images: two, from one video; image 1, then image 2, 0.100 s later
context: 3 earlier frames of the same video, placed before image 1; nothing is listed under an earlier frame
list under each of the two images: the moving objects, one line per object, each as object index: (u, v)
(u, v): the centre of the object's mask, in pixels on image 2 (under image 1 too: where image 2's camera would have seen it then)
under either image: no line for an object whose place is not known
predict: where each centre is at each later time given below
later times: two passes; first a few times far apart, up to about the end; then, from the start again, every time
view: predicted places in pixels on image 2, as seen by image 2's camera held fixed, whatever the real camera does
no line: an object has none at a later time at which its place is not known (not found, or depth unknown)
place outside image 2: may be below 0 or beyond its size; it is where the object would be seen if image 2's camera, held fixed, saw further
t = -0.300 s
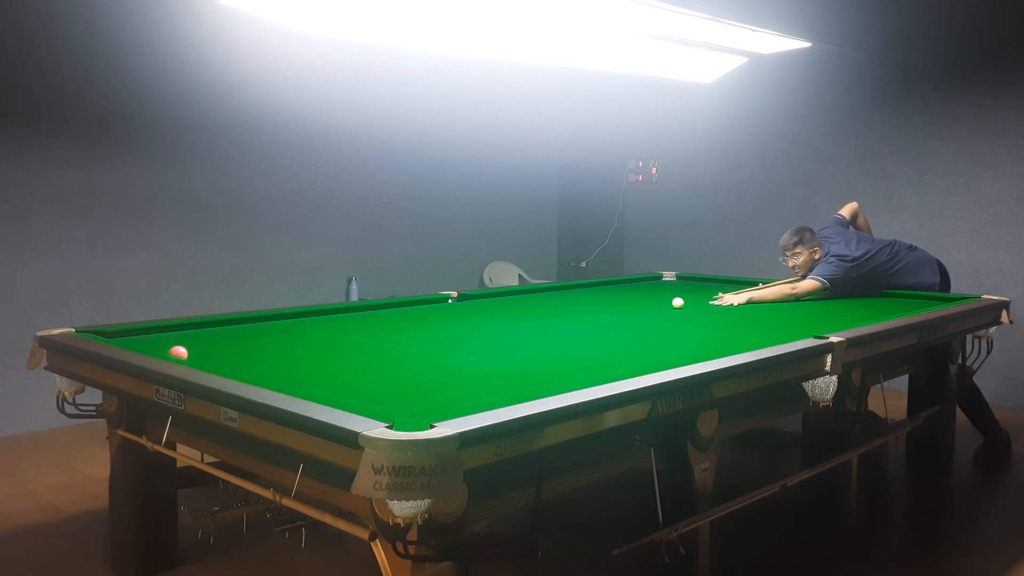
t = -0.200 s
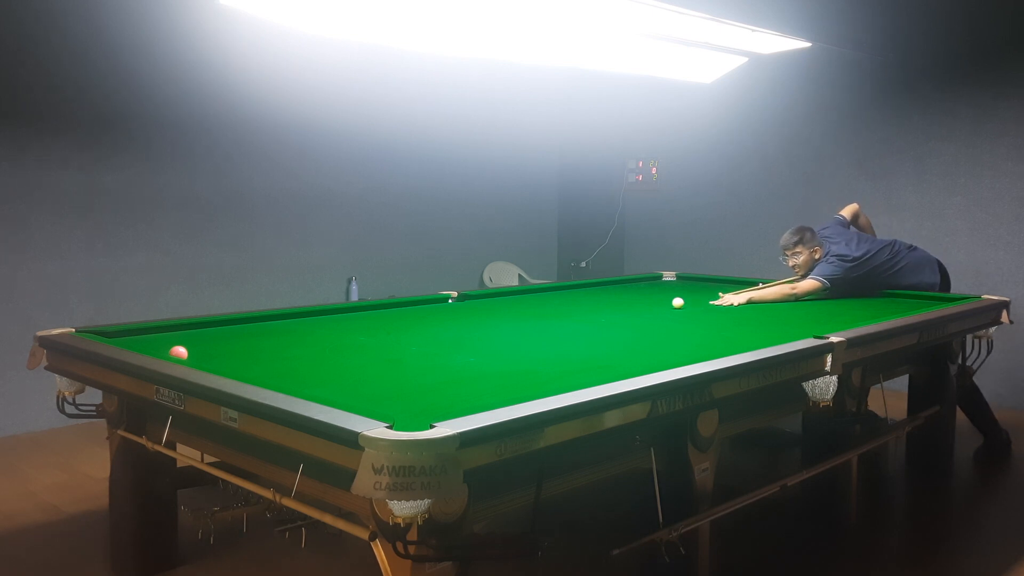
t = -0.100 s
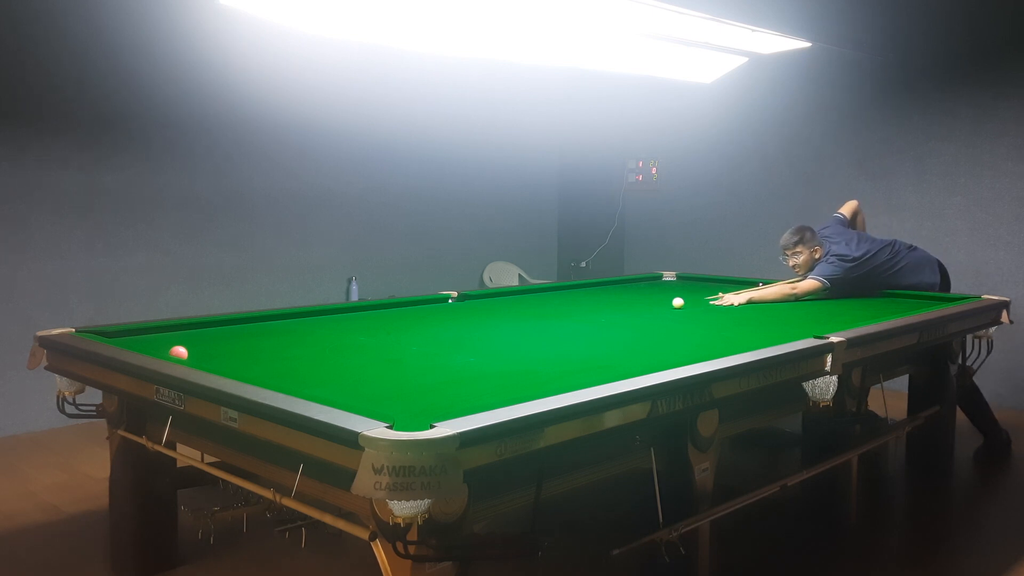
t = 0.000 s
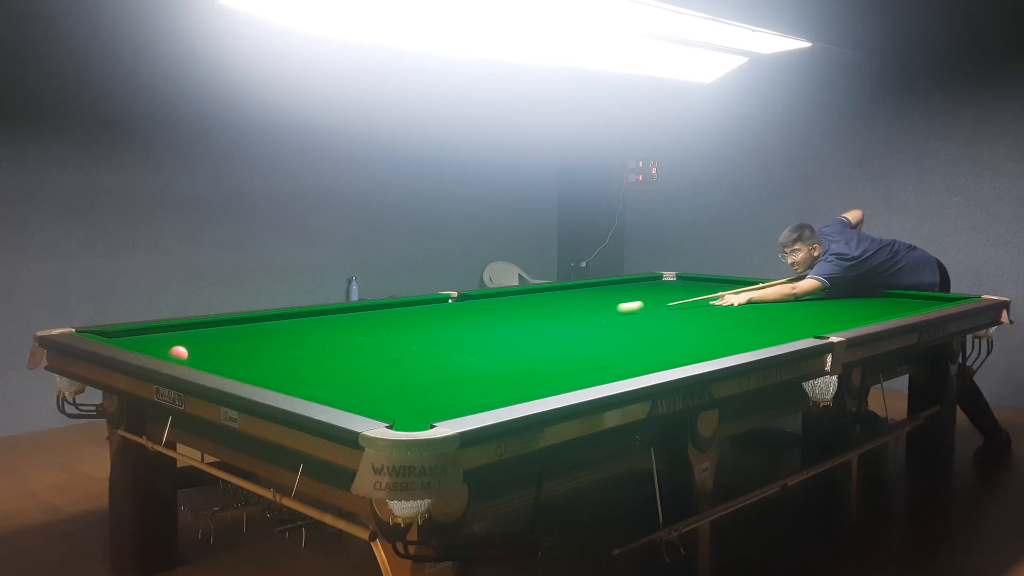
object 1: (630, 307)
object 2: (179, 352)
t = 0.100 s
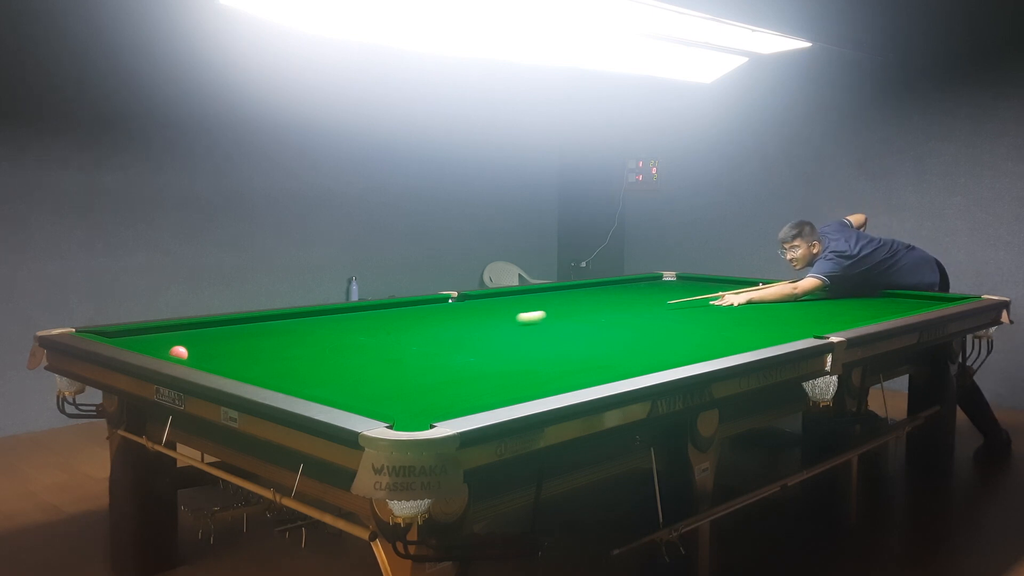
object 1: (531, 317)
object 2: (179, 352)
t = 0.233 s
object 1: (372, 334)
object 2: (179, 352)
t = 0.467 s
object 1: (195, 358)
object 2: (249, 339)
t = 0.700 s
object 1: (255, 363)
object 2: (380, 317)
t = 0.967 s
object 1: (285, 368)
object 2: (481, 300)
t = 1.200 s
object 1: (309, 373)
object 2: (549, 289)
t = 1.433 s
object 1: (332, 378)
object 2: (614, 282)
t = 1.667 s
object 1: (355, 382)
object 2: (678, 277)
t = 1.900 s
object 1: (378, 387)
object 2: (669, 282)
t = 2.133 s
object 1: (400, 392)
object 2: (652, 288)
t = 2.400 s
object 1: (424, 397)
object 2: (630, 296)
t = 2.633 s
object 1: (443, 402)
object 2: (608, 304)
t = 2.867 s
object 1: (462, 402)
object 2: (584, 313)
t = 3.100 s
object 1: (469, 402)
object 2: (556, 323)
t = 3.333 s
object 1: (458, 402)
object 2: (523, 335)
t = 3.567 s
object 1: (448, 402)
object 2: (484, 350)
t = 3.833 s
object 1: (439, 401)
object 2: (429, 371)
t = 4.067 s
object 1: (432, 399)
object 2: (369, 394)
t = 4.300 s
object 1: (428, 398)
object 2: (407, 397)
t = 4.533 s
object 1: (473, 397)
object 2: (424, 389)
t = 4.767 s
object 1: (510, 394)
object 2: (440, 382)
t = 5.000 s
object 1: (512, 392)
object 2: (455, 376)
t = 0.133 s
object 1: (494, 321)
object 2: (179, 352)
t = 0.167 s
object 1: (457, 325)
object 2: (179, 352)
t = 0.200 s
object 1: (415, 329)
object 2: (179, 352)
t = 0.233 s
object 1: (372, 334)
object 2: (179, 352)
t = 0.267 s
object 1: (327, 339)
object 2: (179, 352)
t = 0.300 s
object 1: (278, 344)
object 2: (179, 352)
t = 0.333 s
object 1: (225, 350)
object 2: (179, 352)
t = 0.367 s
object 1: (195, 354)
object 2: (173, 350)
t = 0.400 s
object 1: (194, 355)
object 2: (200, 345)
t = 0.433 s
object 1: (192, 356)
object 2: (225, 343)
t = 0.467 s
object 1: (195, 358)
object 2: (249, 339)
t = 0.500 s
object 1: (207, 359)
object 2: (272, 335)
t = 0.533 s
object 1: (217, 360)
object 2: (293, 331)
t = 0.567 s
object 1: (226, 361)
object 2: (313, 328)
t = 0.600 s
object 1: (235, 362)
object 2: (331, 325)
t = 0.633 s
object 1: (243, 362)
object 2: (348, 322)
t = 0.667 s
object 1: (249, 362)
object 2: (364, 319)
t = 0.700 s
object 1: (255, 363)
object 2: (380, 317)
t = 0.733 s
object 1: (261, 363)
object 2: (394, 315)
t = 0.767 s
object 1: (265, 364)
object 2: (408, 312)
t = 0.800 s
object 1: (268, 365)
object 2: (422, 310)
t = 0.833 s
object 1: (271, 366)
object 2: (435, 308)
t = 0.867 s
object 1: (275, 366)
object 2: (447, 306)
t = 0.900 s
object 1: (278, 367)
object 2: (459, 304)
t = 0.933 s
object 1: (282, 367)
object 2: (470, 302)
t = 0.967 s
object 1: (285, 368)
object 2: (481, 300)
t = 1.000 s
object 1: (288, 369)
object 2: (492, 298)
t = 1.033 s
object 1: (292, 370)
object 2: (503, 297)
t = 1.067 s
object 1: (295, 370)
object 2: (512, 295)
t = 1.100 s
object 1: (298, 371)
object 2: (522, 294)
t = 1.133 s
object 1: (302, 371)
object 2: (531, 292)
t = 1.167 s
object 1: (305, 372)
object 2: (540, 291)
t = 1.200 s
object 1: (309, 373)
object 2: (549, 289)
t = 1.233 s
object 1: (312, 374)
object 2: (557, 288)
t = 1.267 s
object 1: (315, 374)
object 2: (565, 287)
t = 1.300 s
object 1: (319, 375)
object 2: (573, 285)
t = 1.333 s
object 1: (322, 376)
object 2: (583, 285)
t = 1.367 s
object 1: (326, 376)
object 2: (594, 284)
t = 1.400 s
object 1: (329, 377)
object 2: (604, 283)
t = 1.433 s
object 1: (332, 378)
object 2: (614, 282)
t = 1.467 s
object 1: (335, 378)
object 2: (624, 281)
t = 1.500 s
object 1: (339, 379)
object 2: (633, 280)
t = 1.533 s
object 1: (342, 380)
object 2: (642, 280)
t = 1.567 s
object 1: (345, 380)
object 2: (651, 279)
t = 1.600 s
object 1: (349, 381)
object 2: (660, 279)
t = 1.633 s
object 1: (352, 382)
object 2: (669, 278)
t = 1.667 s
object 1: (355, 382)
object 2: (678, 277)
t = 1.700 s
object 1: (359, 383)
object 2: (686, 277)
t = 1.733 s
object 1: (362, 384)
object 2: (685, 277)
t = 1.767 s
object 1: (365, 384)
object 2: (681, 278)
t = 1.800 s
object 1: (368, 385)
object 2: (678, 279)
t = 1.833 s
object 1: (371, 386)
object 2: (675, 280)
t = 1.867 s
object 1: (375, 387)
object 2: (672, 281)
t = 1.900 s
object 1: (378, 387)
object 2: (669, 282)
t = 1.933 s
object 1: (381, 388)
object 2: (666, 283)
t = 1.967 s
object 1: (384, 388)
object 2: (664, 284)
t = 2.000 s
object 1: (387, 389)
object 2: (661, 285)
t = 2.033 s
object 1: (390, 390)
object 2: (659, 286)
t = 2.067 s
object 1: (393, 390)
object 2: (657, 286)
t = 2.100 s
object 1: (397, 391)
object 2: (654, 287)
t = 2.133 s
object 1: (400, 392)
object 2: (652, 288)
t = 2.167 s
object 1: (403, 392)
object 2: (649, 289)
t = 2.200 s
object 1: (406, 393)
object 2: (647, 290)
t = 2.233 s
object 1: (409, 393)
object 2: (644, 291)
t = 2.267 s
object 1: (412, 394)
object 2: (641, 292)
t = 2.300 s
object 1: (415, 395)
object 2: (638, 293)
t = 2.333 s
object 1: (418, 396)
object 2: (636, 293)
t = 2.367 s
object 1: (421, 396)
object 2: (633, 295)
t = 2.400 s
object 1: (424, 397)
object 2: (630, 296)
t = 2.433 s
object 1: (427, 398)
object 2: (627, 297)
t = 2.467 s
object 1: (429, 398)
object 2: (624, 298)
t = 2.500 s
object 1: (432, 399)
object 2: (621, 299)
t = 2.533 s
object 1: (435, 400)
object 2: (618, 300)
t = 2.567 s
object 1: (438, 400)
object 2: (615, 301)
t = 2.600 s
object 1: (441, 401)
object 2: (612, 302)
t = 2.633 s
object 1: (443, 402)
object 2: (608, 304)
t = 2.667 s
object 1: (446, 402)
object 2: (605, 305)
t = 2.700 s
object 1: (449, 402)
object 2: (602, 306)
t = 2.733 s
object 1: (452, 402)
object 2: (598, 307)
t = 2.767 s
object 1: (454, 402)
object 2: (595, 309)
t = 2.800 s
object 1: (457, 402)
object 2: (591, 310)
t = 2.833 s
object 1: (460, 403)
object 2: (588, 311)
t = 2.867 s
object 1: (462, 402)
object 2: (584, 313)
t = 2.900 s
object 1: (465, 403)
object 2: (580, 314)
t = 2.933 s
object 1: (467, 403)
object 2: (576, 315)
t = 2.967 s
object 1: (470, 403)
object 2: (572, 317)
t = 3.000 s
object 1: (472, 403)
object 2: (569, 318)
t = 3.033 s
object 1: (472, 403)
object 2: (564, 320)
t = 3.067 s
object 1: (471, 402)
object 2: (560, 322)
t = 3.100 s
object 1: (469, 402)
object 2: (556, 323)
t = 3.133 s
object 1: (467, 402)
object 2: (552, 325)
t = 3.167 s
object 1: (465, 402)
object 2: (547, 326)
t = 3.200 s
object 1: (464, 402)
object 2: (542, 328)
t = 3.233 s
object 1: (462, 402)
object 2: (538, 330)
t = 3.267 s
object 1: (461, 402)
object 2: (533, 332)
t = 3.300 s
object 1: (459, 402)
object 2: (528, 333)
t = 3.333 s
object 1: (458, 402)
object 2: (523, 335)
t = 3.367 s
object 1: (456, 402)
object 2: (518, 337)
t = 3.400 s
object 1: (455, 402)
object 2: (513, 339)
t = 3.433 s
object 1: (454, 402)
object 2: (507, 341)
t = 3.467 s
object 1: (452, 402)
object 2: (502, 343)
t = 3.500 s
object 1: (451, 402)
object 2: (496, 345)
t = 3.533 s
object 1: (450, 402)
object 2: (490, 348)
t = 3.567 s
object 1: (448, 402)
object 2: (484, 350)
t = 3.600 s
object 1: (447, 402)
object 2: (478, 352)
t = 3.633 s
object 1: (446, 402)
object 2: (472, 355)
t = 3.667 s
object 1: (445, 402)
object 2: (465, 357)
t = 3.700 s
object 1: (444, 401)
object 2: (458, 360)
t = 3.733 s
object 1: (443, 401)
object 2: (451, 362)
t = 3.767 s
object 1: (441, 401)
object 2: (444, 365)
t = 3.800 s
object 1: (440, 401)
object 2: (437, 368)
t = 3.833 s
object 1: (439, 401)
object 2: (429, 371)
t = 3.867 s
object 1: (438, 401)
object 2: (422, 374)
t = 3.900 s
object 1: (437, 400)
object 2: (413, 377)
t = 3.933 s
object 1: (436, 400)
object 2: (405, 380)
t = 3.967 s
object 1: (435, 400)
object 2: (396, 384)
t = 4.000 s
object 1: (434, 400)
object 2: (387, 387)
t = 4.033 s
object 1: (433, 399)
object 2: (378, 391)
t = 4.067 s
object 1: (432, 399)
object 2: (369, 394)
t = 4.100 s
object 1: (432, 399)
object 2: (359, 397)
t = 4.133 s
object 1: (431, 399)
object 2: (350, 398)
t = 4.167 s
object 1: (430, 399)
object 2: (357, 399)
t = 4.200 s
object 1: (429, 399)
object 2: (372, 399)
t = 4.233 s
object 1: (429, 398)
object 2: (384, 399)
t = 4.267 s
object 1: (428, 398)
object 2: (397, 398)
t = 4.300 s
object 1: (428, 398)
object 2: (407, 397)
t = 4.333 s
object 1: (436, 398)
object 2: (408, 396)
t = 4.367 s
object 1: (444, 398)
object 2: (411, 394)
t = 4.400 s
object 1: (451, 398)
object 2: (413, 393)
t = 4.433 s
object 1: (457, 398)
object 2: (416, 392)
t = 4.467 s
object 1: (462, 398)
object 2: (419, 391)
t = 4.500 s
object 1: (468, 398)
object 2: (421, 390)
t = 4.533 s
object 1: (473, 397)
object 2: (424, 389)
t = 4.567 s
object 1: (479, 397)
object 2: (426, 388)
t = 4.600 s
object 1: (484, 397)
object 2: (429, 387)
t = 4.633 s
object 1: (489, 396)
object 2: (431, 386)
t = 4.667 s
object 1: (495, 396)
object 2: (433, 385)
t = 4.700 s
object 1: (500, 395)
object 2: (436, 384)
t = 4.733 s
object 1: (505, 395)
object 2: (438, 383)
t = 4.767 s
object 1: (510, 394)
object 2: (440, 382)
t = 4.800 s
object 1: (512, 394)
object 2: (442, 381)
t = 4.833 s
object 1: (512, 394)
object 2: (444, 380)
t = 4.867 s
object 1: (512, 393)
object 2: (447, 379)
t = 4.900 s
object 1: (512, 393)
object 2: (449, 378)
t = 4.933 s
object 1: (512, 393)
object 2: (451, 378)
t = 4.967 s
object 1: (512, 392)
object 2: (453, 377)
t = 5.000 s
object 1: (512, 392)
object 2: (455, 376)
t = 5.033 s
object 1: (512, 391)
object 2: (457, 375)
